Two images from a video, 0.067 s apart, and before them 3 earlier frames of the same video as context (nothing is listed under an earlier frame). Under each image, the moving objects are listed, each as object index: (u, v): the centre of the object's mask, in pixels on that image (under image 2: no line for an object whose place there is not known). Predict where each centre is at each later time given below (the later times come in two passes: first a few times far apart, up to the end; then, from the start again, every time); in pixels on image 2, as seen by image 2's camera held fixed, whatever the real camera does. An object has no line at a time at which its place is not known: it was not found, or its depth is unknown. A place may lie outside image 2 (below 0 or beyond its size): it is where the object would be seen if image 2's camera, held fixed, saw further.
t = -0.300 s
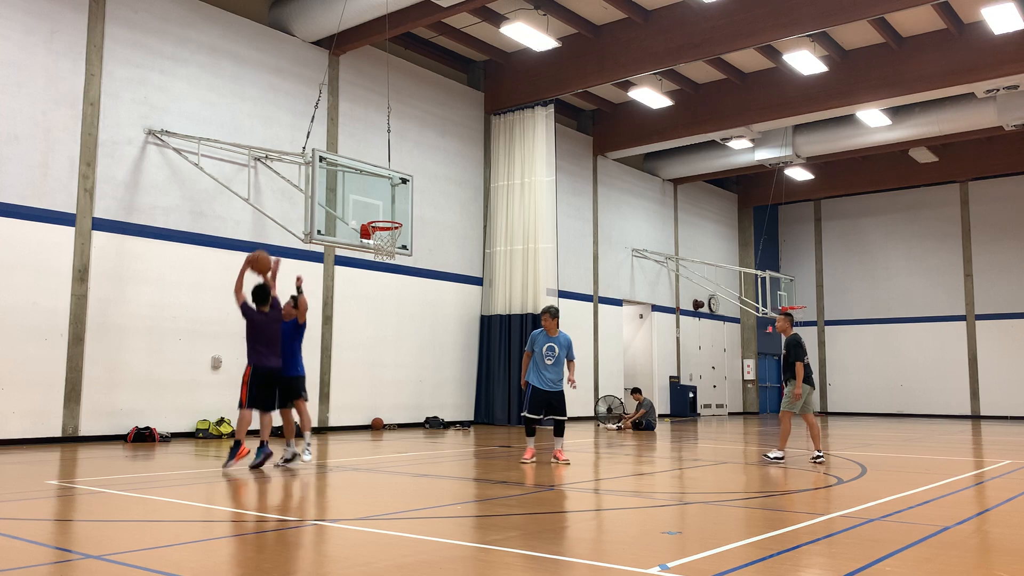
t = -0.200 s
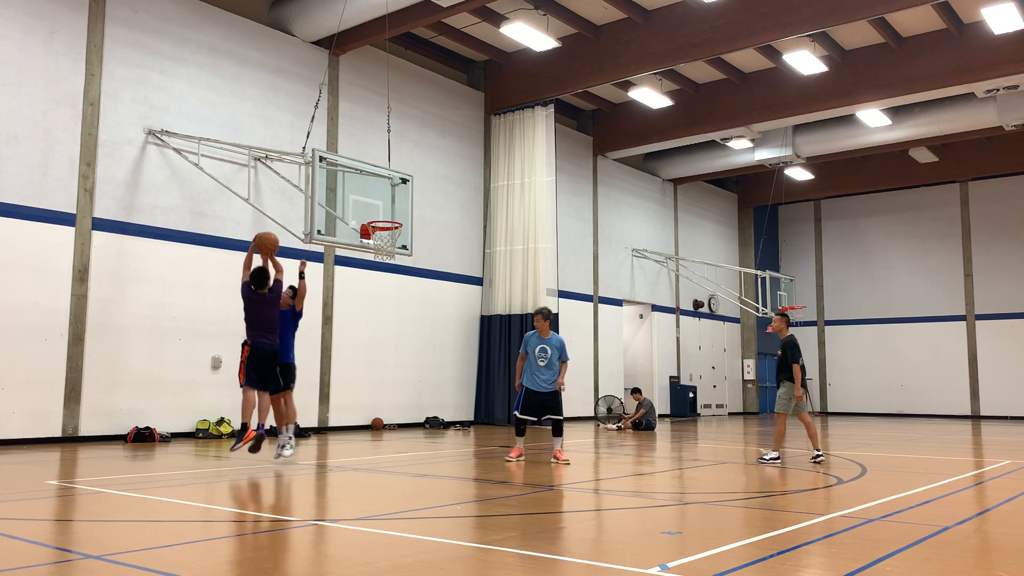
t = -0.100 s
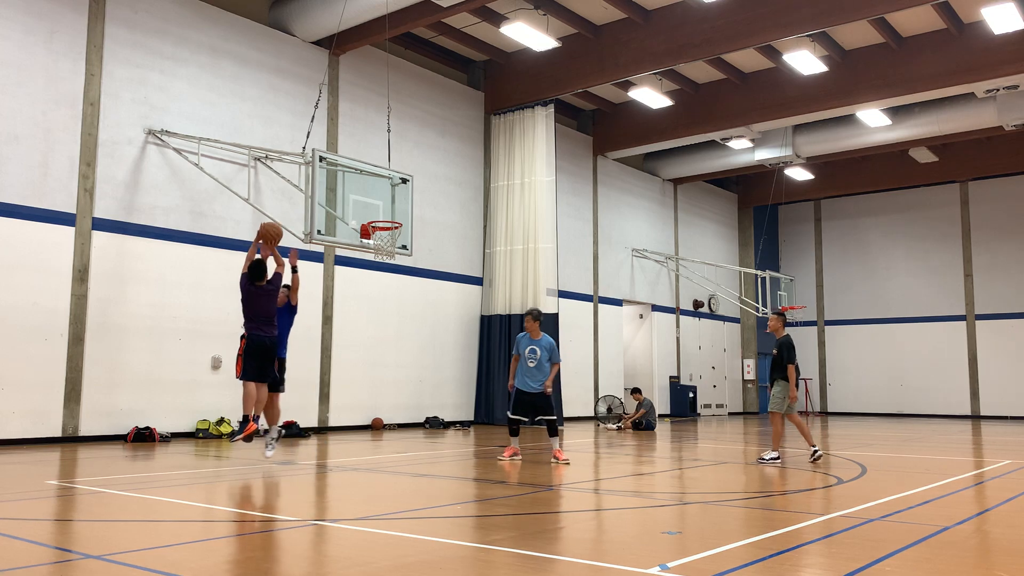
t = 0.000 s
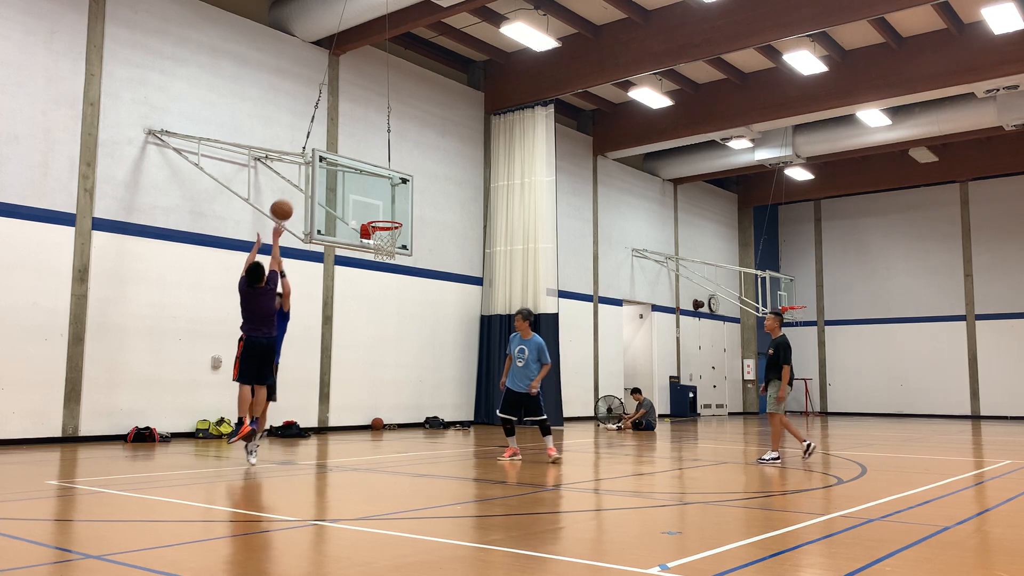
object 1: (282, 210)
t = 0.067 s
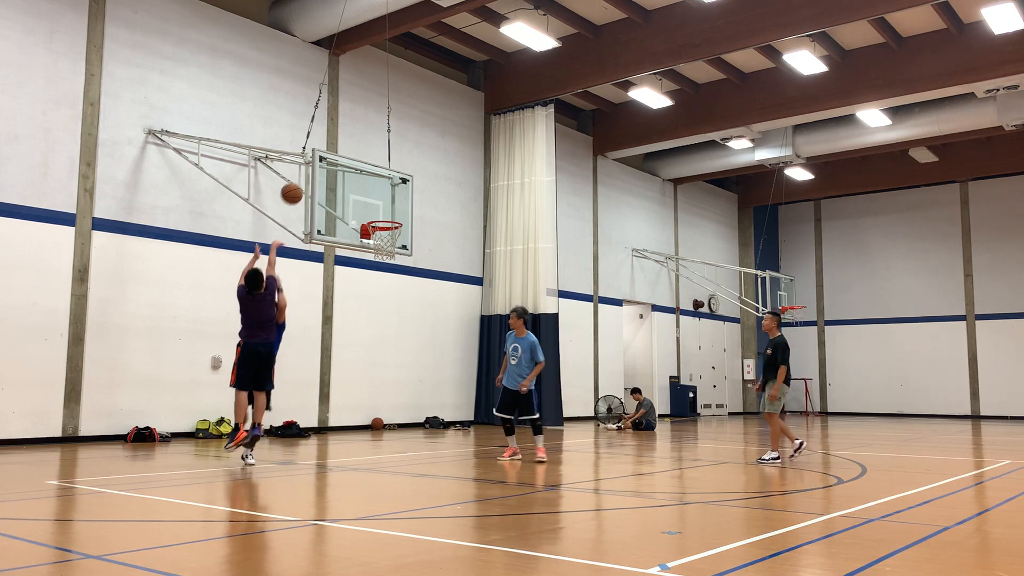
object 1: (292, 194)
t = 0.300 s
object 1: (322, 169)
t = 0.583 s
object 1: (356, 192)
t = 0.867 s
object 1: (390, 235)
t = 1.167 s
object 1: (382, 245)
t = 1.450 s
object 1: (377, 274)
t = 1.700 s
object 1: (374, 347)
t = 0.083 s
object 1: (294, 190)
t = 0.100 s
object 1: (297, 187)
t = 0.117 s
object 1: (299, 184)
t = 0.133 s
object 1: (301, 181)
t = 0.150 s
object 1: (303, 179)
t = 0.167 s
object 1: (306, 177)
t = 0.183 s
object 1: (308, 175)
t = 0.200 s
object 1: (310, 173)
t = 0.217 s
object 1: (312, 172)
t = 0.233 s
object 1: (314, 171)
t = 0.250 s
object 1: (316, 170)
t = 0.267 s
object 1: (318, 170)
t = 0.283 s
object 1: (320, 169)
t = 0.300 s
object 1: (322, 169)
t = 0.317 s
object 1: (324, 169)
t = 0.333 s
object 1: (326, 169)
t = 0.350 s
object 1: (327, 170)
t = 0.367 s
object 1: (329, 170)
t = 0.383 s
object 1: (331, 171)
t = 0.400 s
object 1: (333, 172)
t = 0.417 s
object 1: (335, 173)
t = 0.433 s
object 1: (336, 174)
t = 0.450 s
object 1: (338, 176)
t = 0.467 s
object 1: (340, 178)
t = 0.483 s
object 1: (341, 179)
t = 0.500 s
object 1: (343, 181)
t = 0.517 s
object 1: (344, 184)
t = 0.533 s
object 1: (346, 186)
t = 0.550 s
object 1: (349, 188)
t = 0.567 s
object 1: (352, 190)
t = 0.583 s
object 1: (356, 192)
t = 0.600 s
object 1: (359, 194)
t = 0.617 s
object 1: (363, 196)
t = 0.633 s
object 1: (366, 199)
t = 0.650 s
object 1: (369, 202)
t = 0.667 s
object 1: (373, 205)
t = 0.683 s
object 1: (376, 208)
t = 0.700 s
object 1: (379, 211)
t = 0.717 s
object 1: (382, 214)
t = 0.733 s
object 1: (386, 218)
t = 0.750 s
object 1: (387, 221)
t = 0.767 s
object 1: (388, 223)
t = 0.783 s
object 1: (388, 224)
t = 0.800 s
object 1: (388, 226)
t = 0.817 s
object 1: (389, 228)
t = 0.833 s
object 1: (390, 230)
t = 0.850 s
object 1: (390, 231)
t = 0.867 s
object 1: (390, 235)
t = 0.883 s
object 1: (390, 237)
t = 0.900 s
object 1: (390, 238)
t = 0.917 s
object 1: (390, 239)
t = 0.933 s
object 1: (390, 240)
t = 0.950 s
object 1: (390, 240)
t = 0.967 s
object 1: (389, 241)
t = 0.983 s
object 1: (389, 241)
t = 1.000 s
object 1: (388, 241)
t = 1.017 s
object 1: (387, 241)
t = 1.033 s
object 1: (387, 242)
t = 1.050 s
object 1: (386, 242)
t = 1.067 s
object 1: (385, 242)
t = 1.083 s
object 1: (385, 242)
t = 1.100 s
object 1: (384, 243)
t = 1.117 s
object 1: (383, 243)
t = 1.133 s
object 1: (383, 243)
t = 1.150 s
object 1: (382, 244)
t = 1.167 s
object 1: (382, 245)
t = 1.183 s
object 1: (382, 246)
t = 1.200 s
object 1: (381, 247)
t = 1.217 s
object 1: (381, 248)
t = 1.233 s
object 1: (380, 249)
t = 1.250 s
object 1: (380, 250)
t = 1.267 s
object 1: (379, 251)
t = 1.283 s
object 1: (379, 252)
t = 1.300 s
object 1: (379, 253)
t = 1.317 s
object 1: (378, 256)
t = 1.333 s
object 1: (378, 258)
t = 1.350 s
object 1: (378, 259)
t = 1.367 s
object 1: (378, 261)
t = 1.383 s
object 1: (378, 263)
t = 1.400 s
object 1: (378, 265)
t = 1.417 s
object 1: (378, 268)
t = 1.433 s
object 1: (377, 271)
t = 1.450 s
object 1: (377, 274)
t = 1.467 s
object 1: (377, 278)
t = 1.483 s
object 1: (377, 281)
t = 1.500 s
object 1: (377, 285)
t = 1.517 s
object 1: (376, 289)
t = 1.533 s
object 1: (376, 293)
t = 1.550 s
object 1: (376, 298)
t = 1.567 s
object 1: (376, 302)
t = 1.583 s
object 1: (375, 307)
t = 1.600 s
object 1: (375, 312)
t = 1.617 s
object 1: (375, 317)
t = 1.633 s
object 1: (375, 322)
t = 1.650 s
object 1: (375, 328)
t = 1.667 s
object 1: (374, 334)
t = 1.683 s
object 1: (374, 340)
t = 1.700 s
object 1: (374, 347)
